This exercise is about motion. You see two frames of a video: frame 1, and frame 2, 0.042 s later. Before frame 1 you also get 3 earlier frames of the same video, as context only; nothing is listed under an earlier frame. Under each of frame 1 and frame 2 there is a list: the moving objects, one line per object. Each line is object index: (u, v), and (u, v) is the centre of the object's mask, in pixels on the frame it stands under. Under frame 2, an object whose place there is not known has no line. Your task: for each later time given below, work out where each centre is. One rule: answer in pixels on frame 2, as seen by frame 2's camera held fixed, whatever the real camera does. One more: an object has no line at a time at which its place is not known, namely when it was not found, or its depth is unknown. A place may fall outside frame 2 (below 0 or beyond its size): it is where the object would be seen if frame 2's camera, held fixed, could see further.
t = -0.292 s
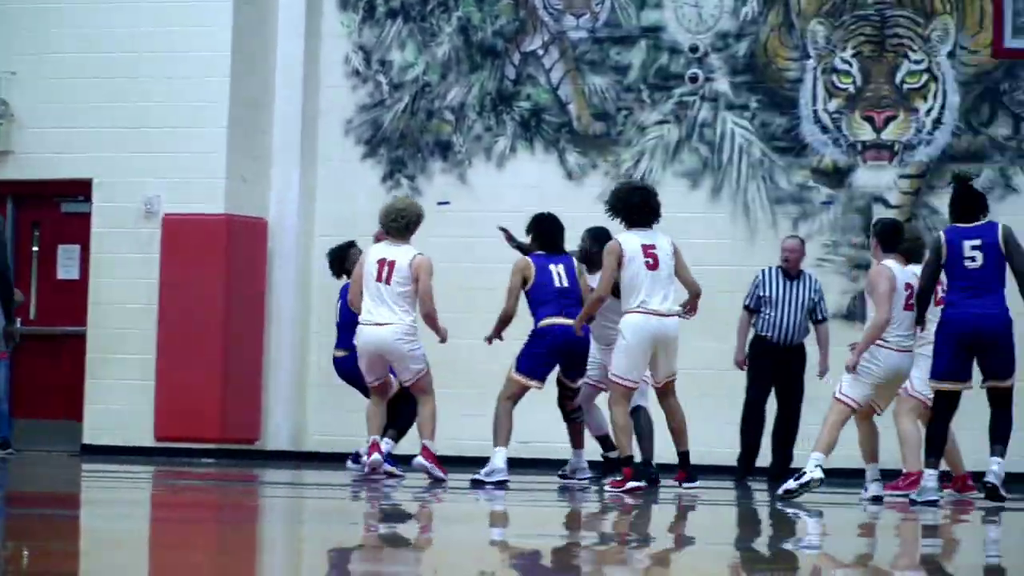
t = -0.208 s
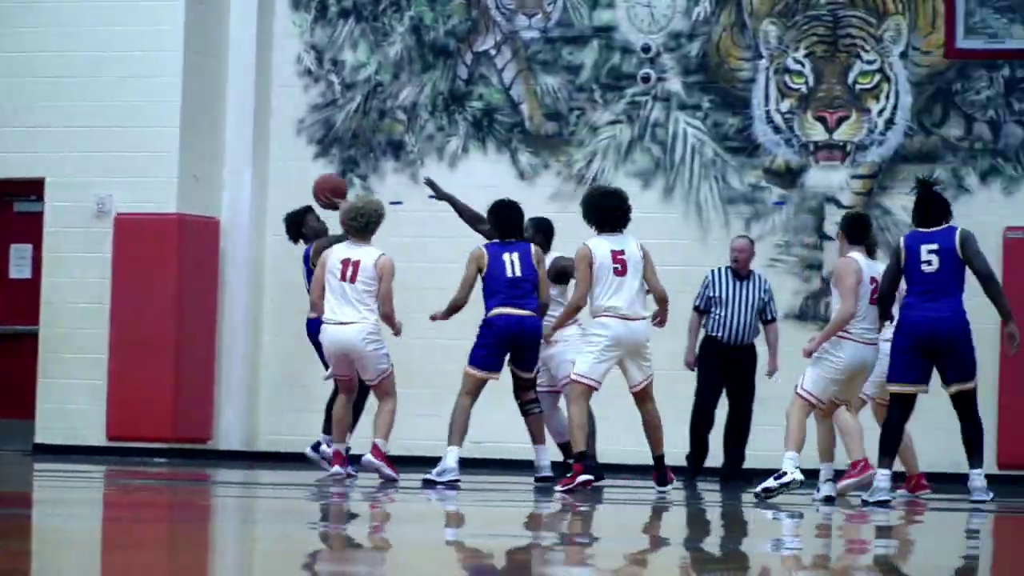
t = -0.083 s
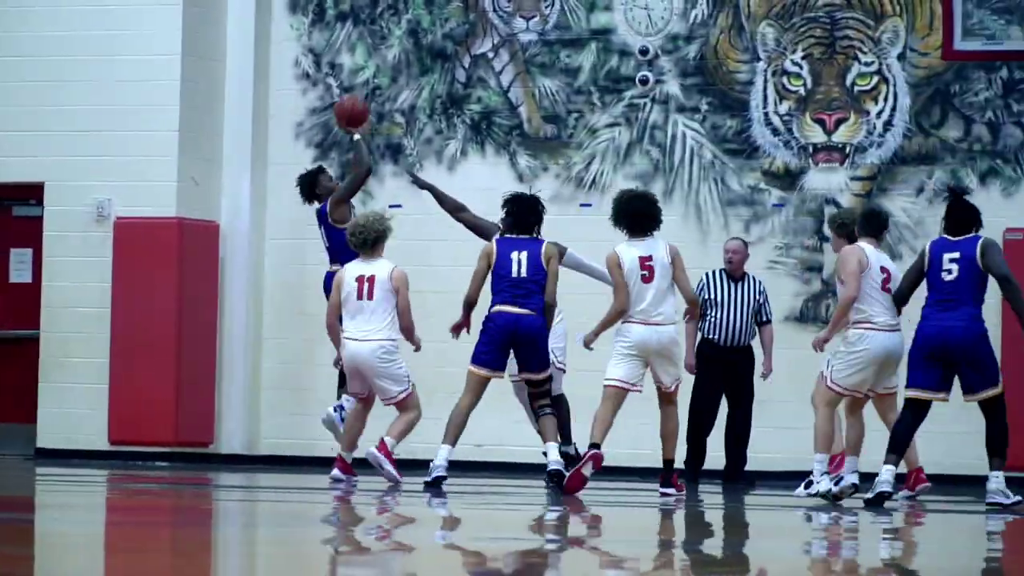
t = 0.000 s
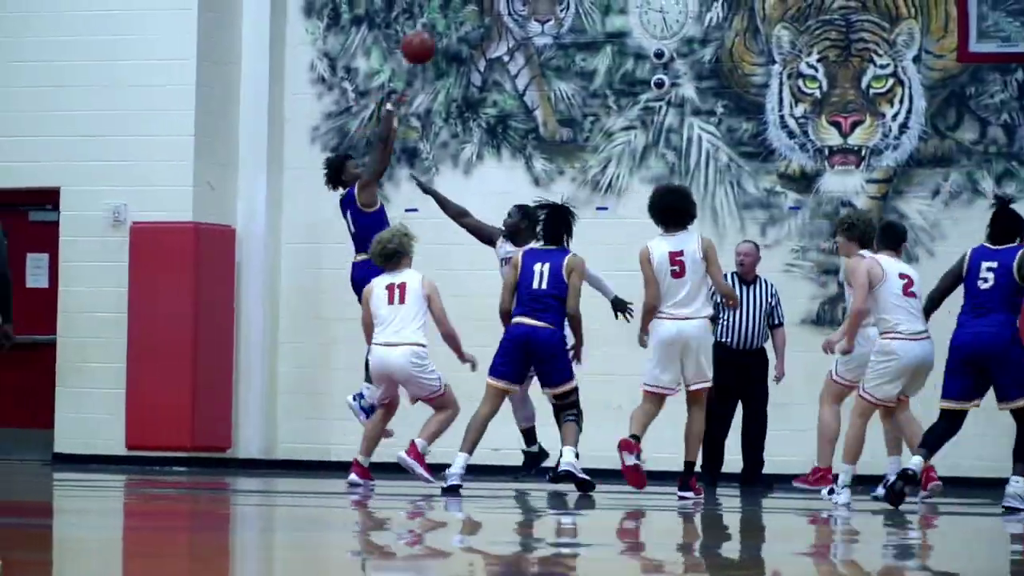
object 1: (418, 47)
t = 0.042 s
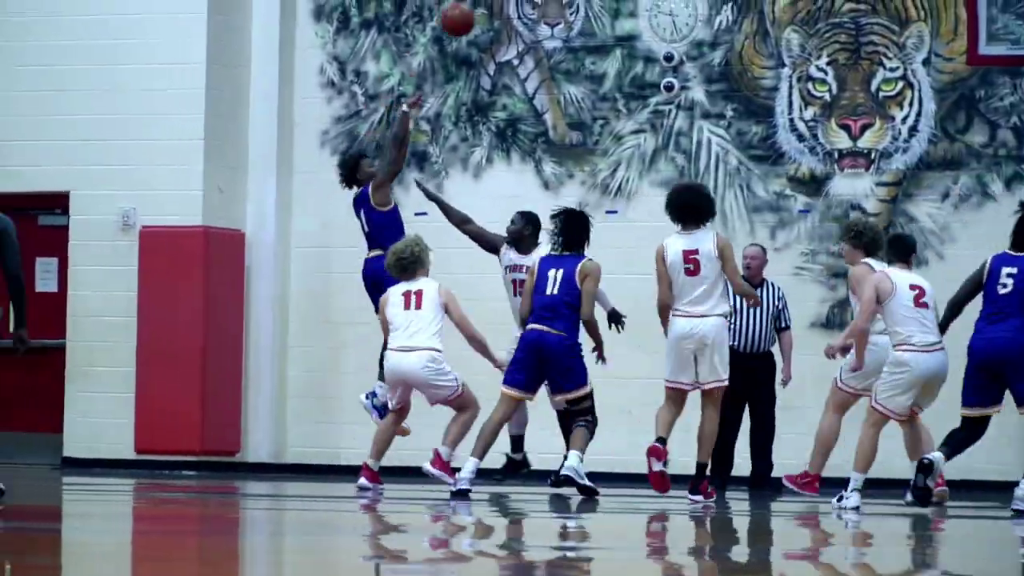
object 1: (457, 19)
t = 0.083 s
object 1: (487, 1)
